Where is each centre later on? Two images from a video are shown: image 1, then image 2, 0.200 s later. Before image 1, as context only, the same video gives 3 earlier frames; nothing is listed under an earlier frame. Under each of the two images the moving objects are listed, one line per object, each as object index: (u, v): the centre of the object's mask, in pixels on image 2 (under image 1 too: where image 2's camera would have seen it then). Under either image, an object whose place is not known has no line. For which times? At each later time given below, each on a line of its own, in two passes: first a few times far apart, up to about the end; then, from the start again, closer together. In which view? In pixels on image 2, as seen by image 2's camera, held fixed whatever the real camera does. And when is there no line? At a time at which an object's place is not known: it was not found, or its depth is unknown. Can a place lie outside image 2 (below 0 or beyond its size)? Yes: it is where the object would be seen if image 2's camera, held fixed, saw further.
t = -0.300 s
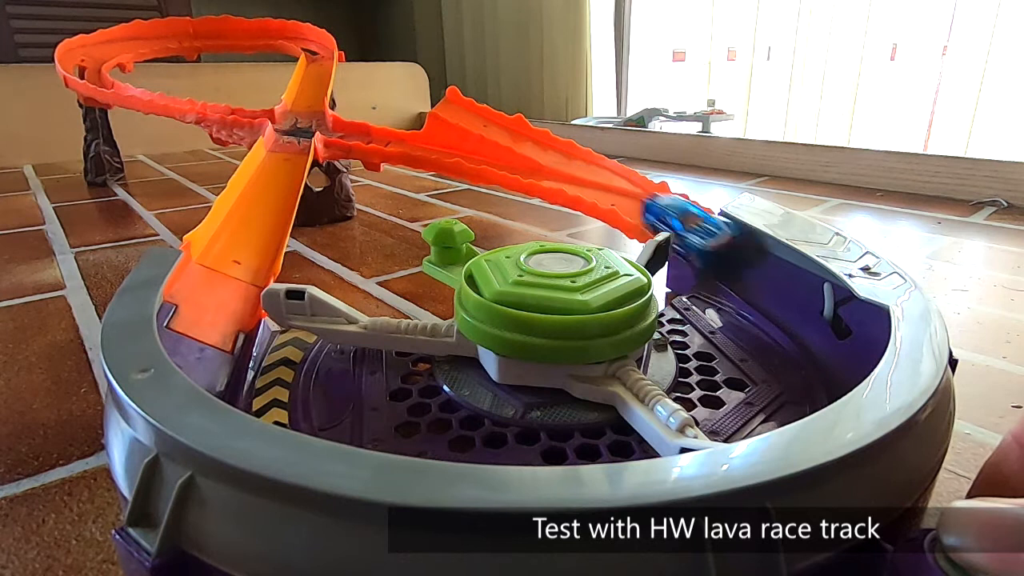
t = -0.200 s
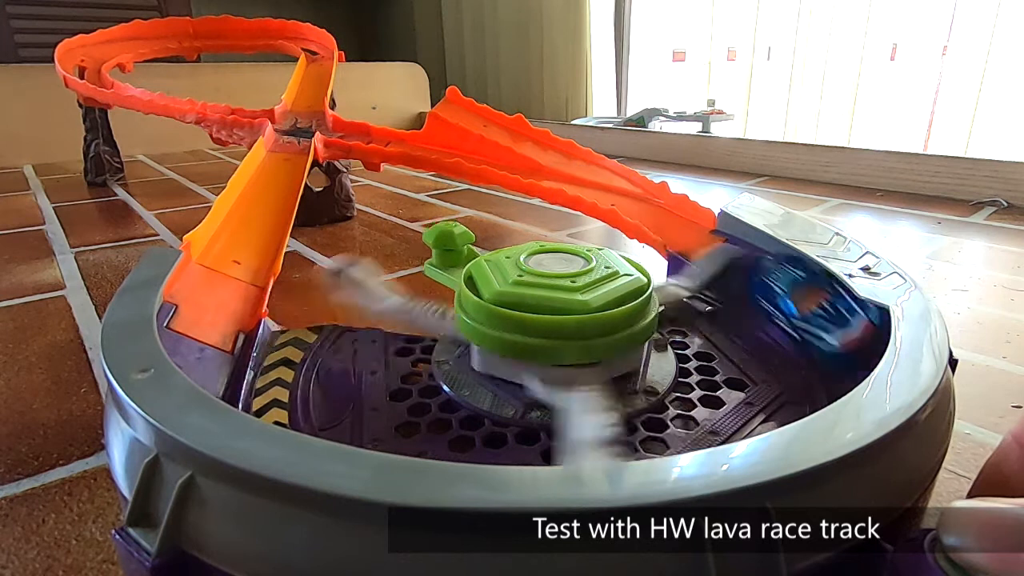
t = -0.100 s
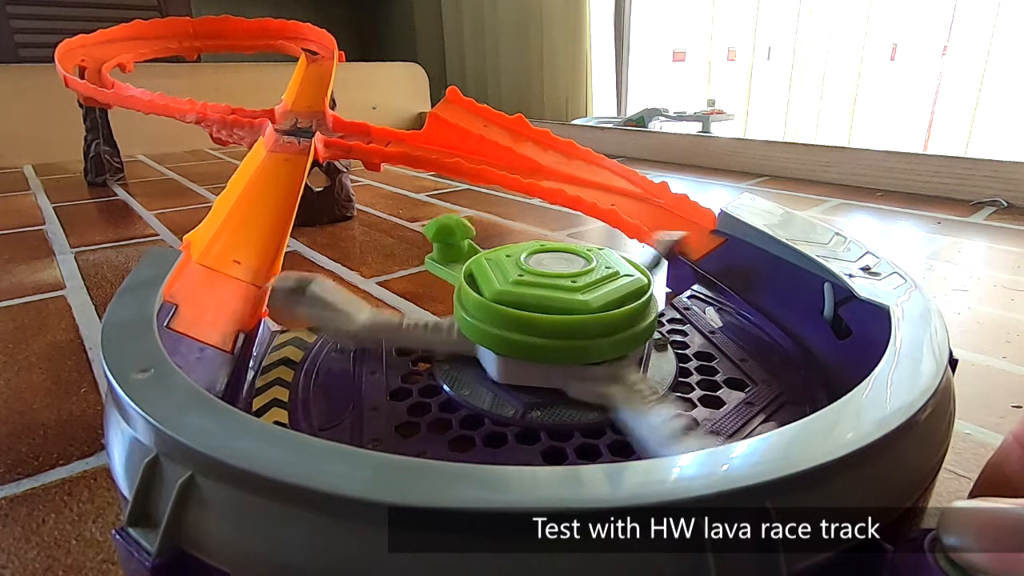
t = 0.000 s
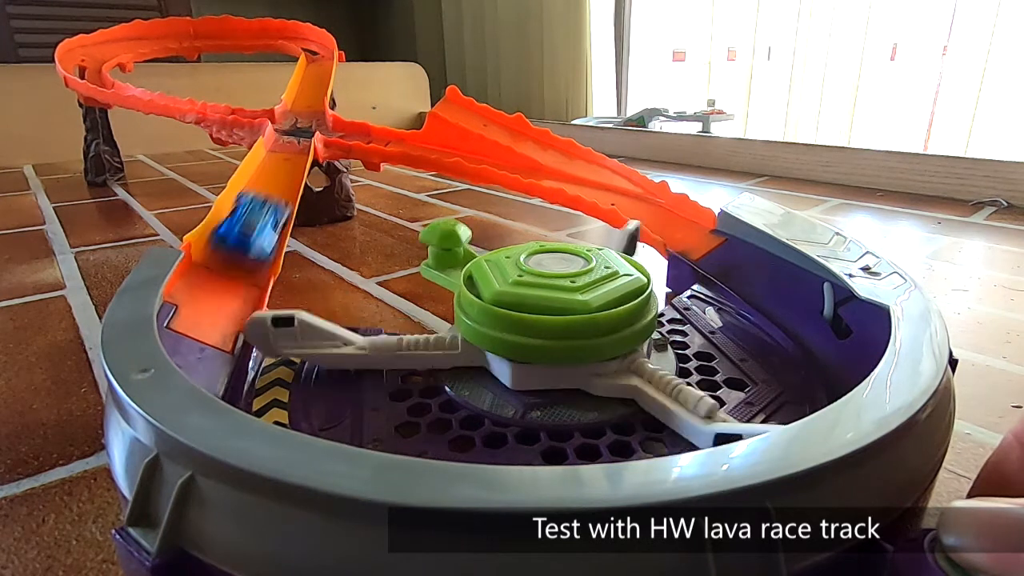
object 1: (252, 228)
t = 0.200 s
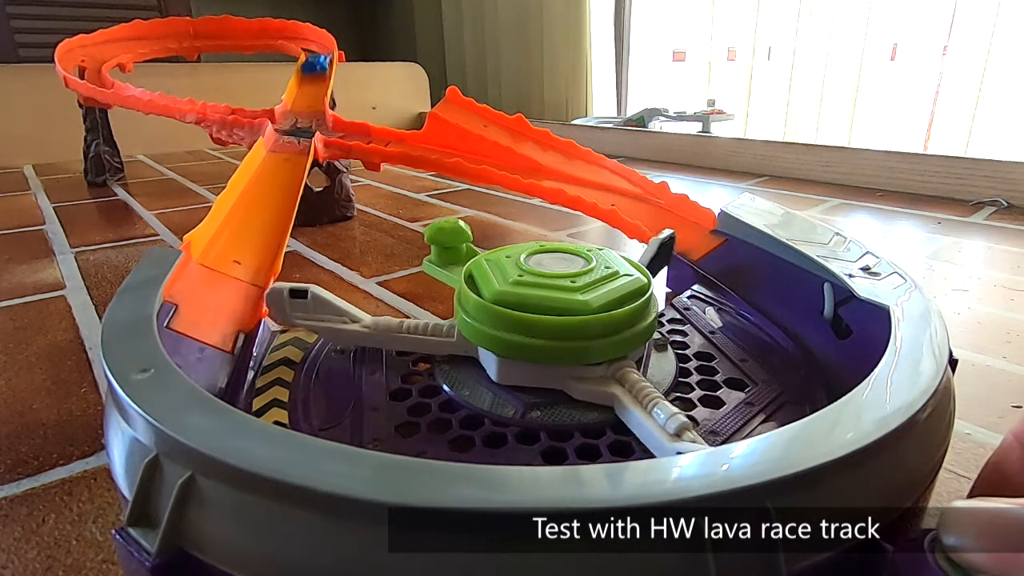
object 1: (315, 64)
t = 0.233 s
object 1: (318, 54)
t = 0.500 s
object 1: (144, 39)
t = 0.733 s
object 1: (93, 75)
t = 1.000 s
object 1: (297, 122)
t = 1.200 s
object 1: (548, 171)
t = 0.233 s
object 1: (318, 54)
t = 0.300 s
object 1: (300, 39)
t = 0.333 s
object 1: (276, 35)
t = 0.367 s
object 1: (252, 34)
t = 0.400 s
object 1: (224, 35)
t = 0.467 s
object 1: (170, 37)
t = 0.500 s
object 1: (144, 39)
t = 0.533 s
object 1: (125, 42)
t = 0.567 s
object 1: (106, 46)
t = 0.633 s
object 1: (84, 58)
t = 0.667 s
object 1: (82, 64)
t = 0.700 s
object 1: (85, 70)
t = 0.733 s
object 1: (93, 75)
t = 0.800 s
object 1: (120, 85)
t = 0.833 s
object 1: (142, 89)
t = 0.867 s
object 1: (166, 94)
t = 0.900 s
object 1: (192, 100)
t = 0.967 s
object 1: (264, 116)
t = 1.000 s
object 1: (297, 122)
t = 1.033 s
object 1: (331, 127)
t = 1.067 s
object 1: (376, 133)
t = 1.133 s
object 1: (462, 149)
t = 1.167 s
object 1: (506, 160)
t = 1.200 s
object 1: (548, 171)
